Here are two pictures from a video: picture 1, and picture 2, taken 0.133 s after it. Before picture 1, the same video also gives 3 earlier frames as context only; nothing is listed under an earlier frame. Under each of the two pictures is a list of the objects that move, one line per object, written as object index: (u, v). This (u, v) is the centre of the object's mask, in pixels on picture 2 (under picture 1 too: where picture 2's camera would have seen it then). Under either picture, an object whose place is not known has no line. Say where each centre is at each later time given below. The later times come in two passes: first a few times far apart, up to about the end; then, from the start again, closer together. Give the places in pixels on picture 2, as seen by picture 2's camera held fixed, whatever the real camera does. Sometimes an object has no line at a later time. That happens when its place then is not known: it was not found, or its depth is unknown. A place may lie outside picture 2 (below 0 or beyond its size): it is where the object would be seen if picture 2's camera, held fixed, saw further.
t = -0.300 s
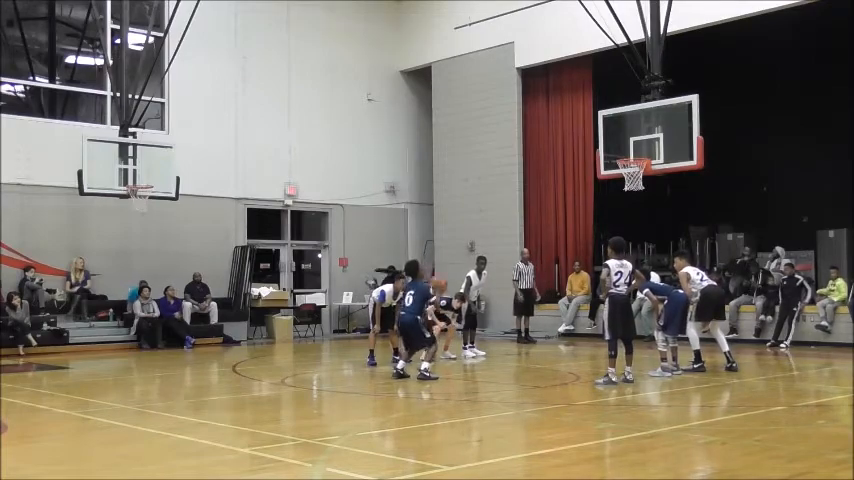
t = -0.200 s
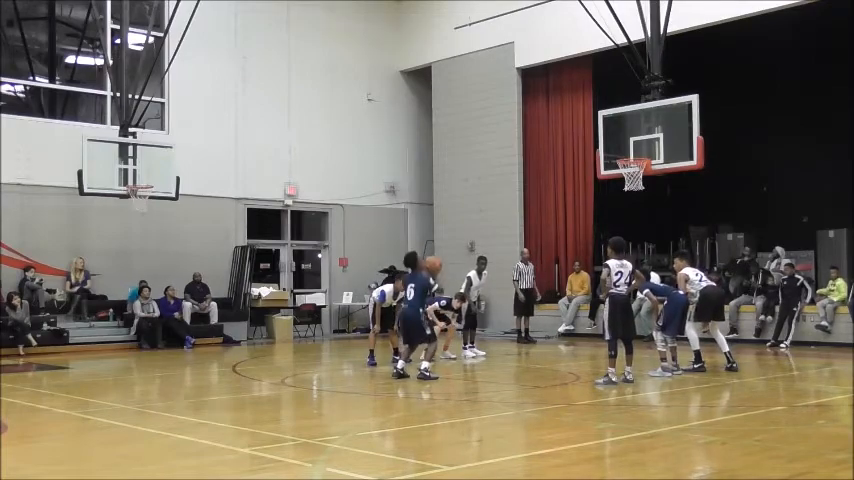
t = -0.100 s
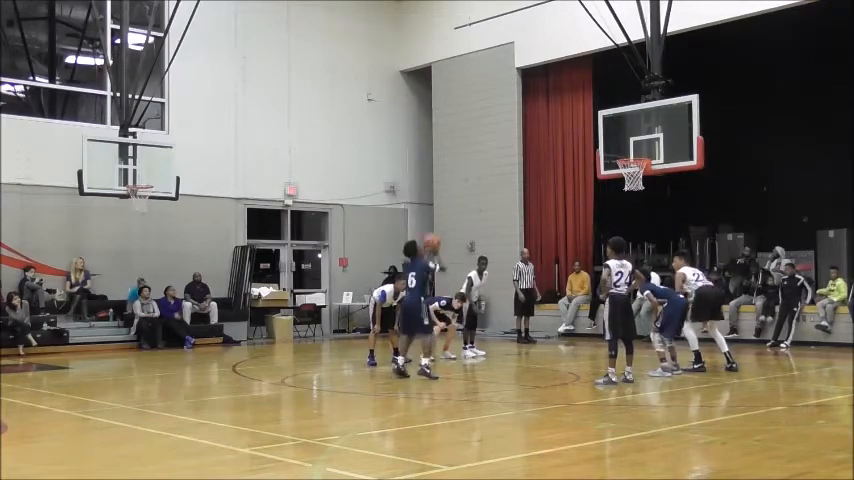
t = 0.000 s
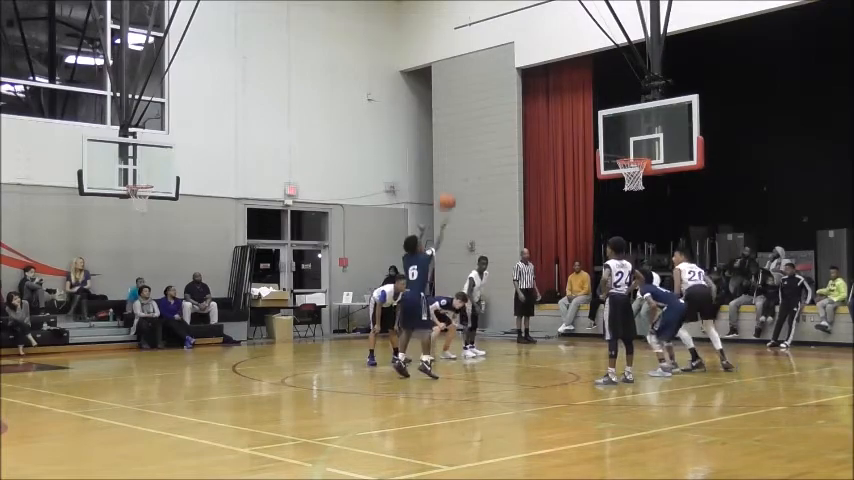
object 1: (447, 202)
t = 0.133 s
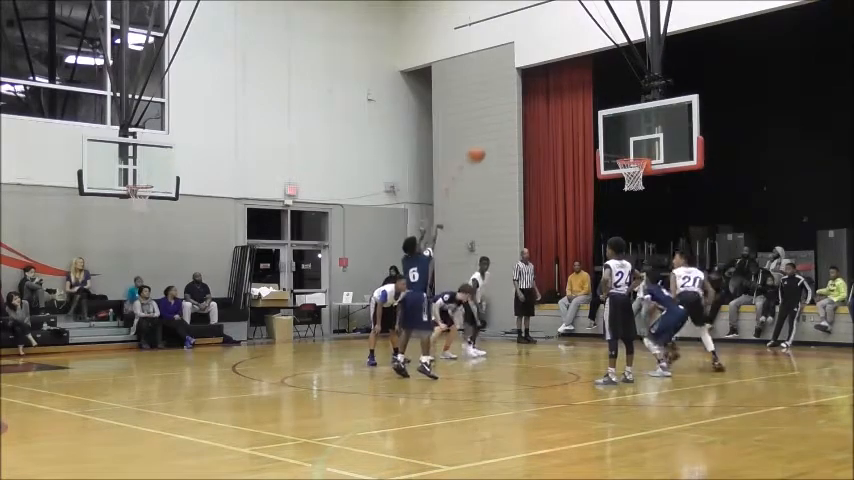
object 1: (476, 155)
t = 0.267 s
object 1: (504, 120)
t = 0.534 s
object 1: (556, 94)
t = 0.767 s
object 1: (596, 113)
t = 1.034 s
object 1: (638, 165)
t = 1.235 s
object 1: (635, 223)
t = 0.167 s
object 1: (483, 145)
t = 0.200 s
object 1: (491, 136)
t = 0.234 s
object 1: (498, 128)
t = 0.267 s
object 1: (504, 120)
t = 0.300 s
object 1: (511, 117)
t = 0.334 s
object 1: (518, 110)
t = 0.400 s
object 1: (530, 101)
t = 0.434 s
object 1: (536, 98)
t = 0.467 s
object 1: (543, 96)
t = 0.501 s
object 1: (549, 95)
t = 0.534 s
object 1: (556, 94)
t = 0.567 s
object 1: (562, 94)
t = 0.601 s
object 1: (568, 96)
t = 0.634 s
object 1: (574, 97)
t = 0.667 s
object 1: (581, 100)
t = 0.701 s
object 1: (586, 103)
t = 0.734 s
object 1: (592, 106)
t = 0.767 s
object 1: (596, 113)
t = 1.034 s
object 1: (638, 165)
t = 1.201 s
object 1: (635, 213)
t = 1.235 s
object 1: (635, 223)
